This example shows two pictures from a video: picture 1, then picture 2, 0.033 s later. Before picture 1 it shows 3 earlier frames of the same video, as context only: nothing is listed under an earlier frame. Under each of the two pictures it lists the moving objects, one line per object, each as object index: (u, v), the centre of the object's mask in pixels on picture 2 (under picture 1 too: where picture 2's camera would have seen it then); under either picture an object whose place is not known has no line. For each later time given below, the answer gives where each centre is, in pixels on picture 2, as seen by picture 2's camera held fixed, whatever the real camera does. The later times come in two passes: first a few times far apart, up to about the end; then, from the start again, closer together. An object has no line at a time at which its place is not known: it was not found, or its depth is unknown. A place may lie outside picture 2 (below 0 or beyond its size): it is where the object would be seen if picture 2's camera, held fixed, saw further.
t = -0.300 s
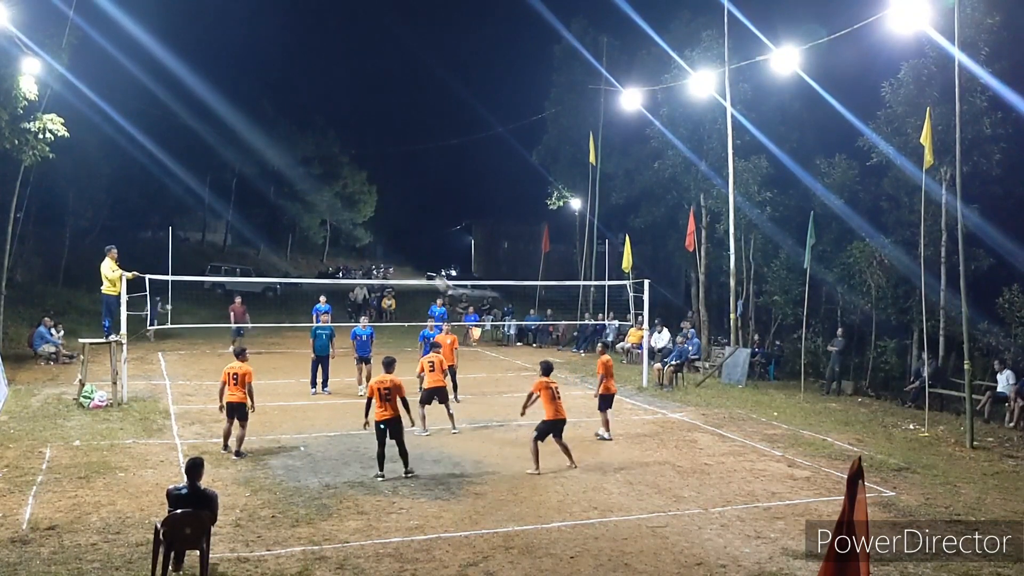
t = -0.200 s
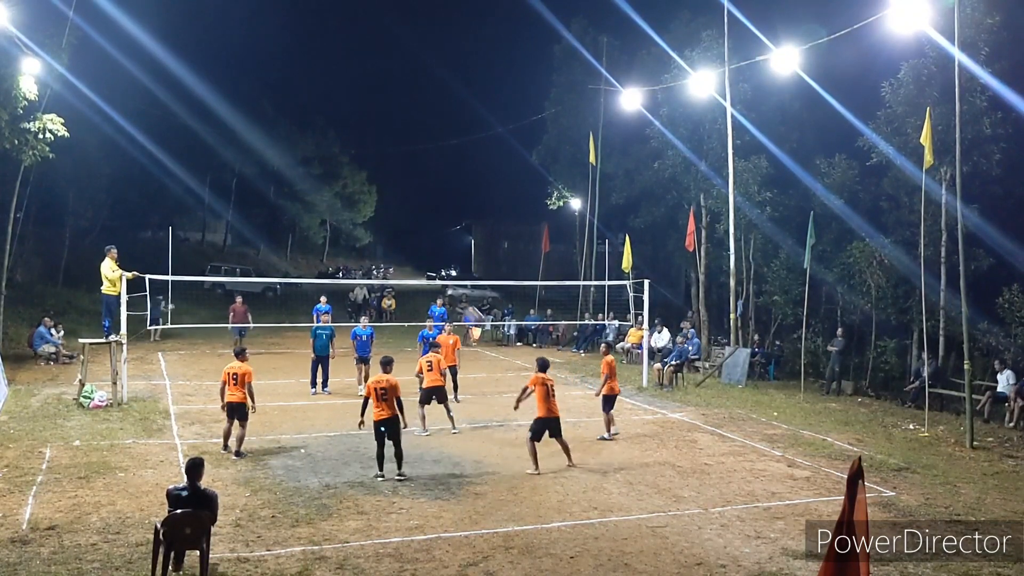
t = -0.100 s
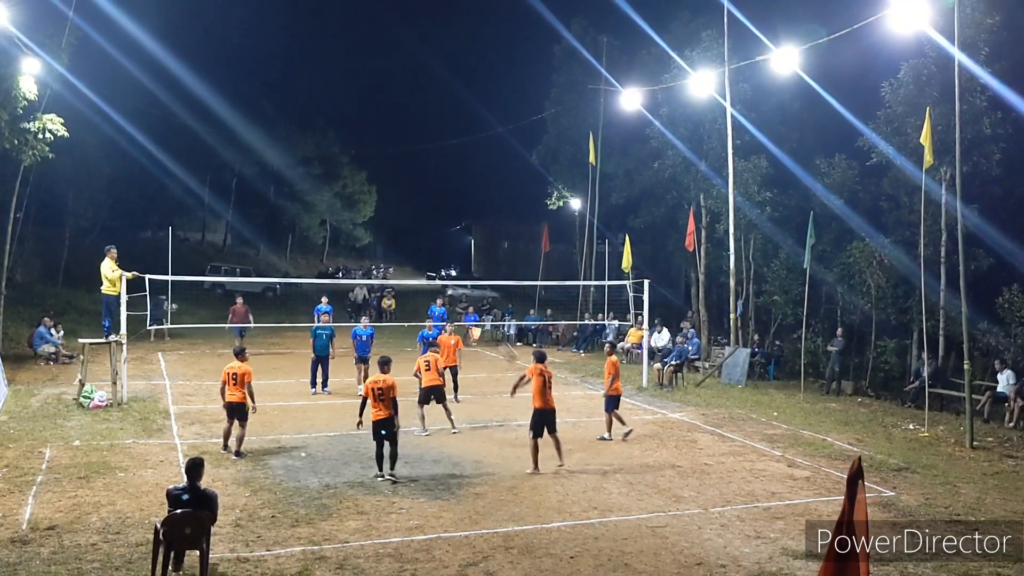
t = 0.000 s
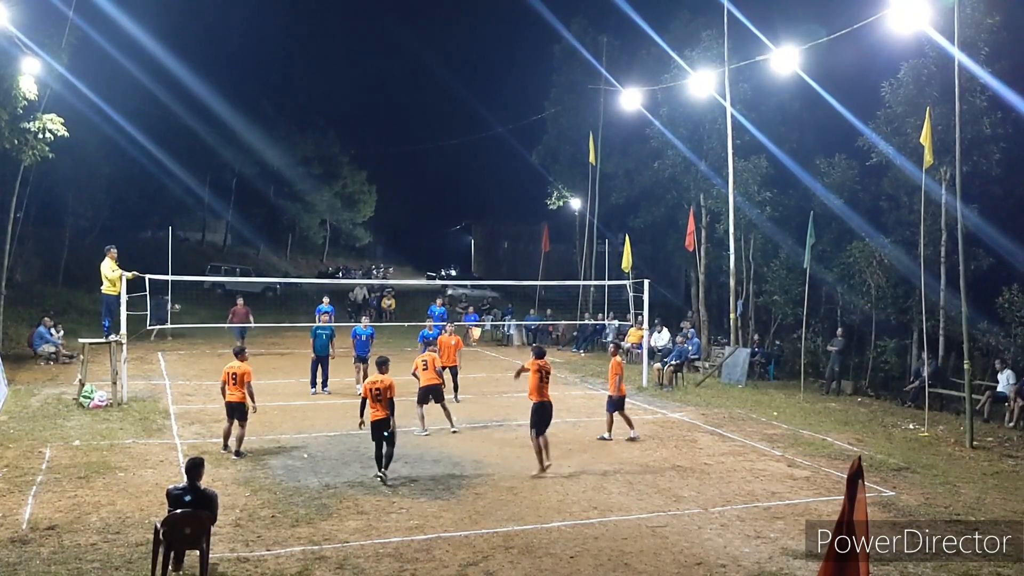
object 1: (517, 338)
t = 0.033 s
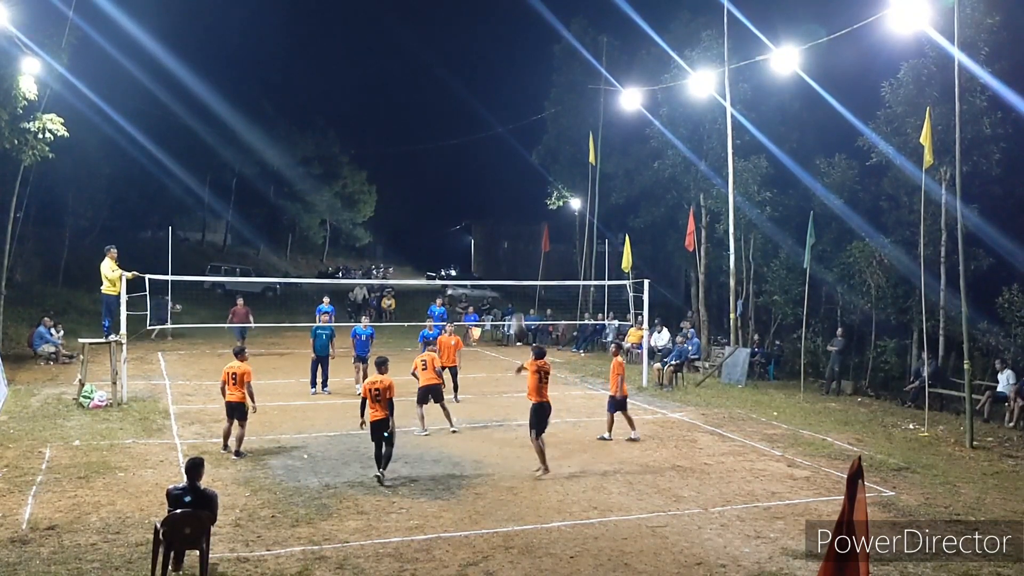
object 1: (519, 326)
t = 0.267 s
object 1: (507, 242)
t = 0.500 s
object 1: (497, 196)
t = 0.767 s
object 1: (485, 186)
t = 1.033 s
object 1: (475, 218)
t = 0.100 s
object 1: (515, 296)
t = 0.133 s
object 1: (513, 284)
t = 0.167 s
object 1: (512, 271)
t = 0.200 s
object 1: (510, 260)
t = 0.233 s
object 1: (509, 251)
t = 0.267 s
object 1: (507, 242)
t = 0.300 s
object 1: (506, 232)
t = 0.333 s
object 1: (504, 224)
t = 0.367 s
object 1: (502, 217)
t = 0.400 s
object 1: (501, 210)
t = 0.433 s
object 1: (500, 205)
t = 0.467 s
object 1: (498, 200)
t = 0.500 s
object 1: (497, 196)
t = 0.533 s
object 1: (495, 192)
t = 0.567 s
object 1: (494, 189)
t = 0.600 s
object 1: (492, 187)
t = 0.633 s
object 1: (491, 185)
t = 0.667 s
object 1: (490, 185)
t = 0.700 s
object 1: (488, 184)
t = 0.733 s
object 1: (487, 185)
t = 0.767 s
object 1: (485, 186)
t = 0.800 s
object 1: (484, 188)
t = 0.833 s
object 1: (483, 190)
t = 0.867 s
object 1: (481, 193)
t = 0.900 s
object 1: (480, 197)
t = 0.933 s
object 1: (479, 202)
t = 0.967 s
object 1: (477, 207)
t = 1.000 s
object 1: (476, 212)
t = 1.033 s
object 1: (475, 218)
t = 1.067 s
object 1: (473, 225)
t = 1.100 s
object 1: (472, 232)
